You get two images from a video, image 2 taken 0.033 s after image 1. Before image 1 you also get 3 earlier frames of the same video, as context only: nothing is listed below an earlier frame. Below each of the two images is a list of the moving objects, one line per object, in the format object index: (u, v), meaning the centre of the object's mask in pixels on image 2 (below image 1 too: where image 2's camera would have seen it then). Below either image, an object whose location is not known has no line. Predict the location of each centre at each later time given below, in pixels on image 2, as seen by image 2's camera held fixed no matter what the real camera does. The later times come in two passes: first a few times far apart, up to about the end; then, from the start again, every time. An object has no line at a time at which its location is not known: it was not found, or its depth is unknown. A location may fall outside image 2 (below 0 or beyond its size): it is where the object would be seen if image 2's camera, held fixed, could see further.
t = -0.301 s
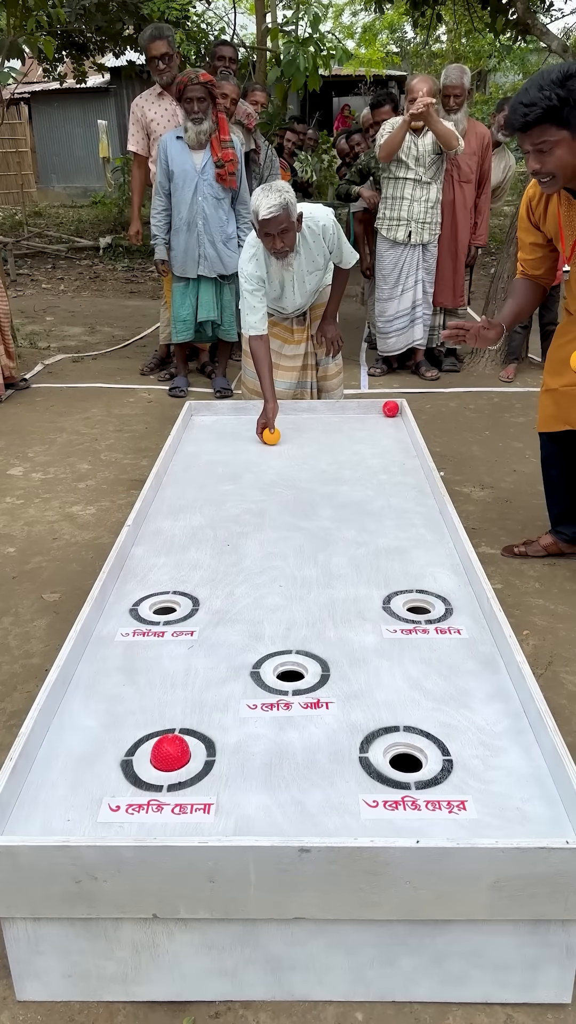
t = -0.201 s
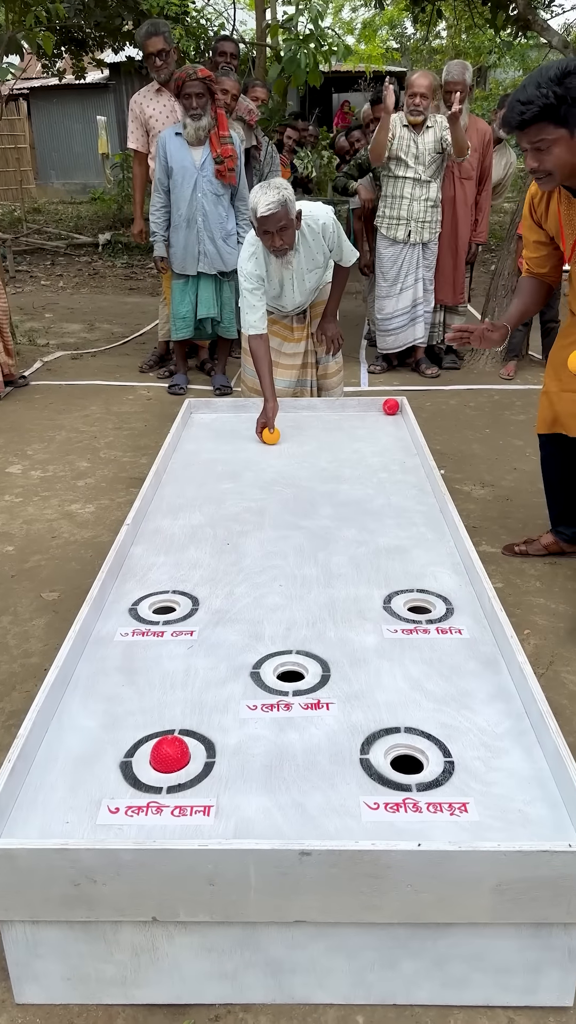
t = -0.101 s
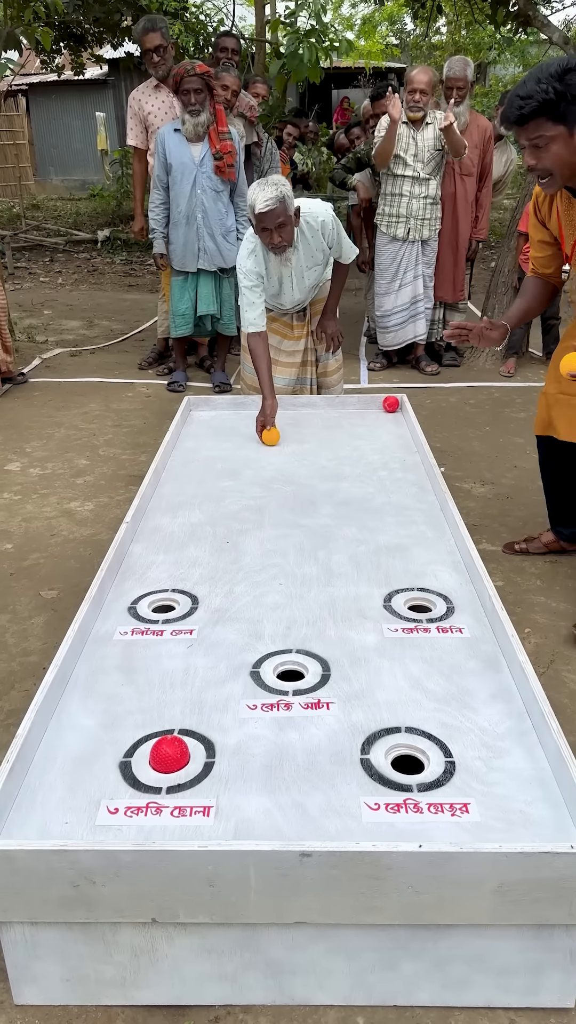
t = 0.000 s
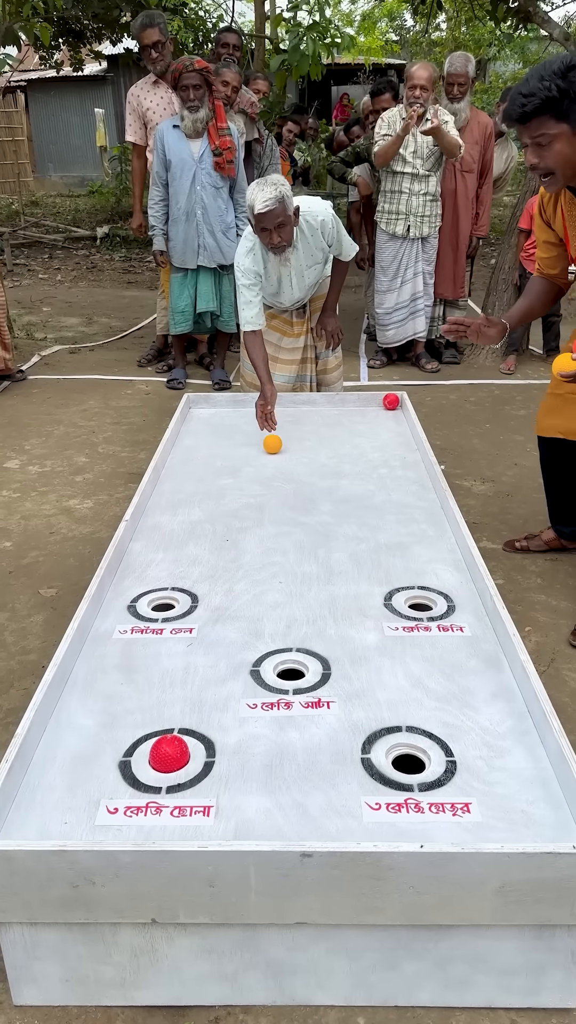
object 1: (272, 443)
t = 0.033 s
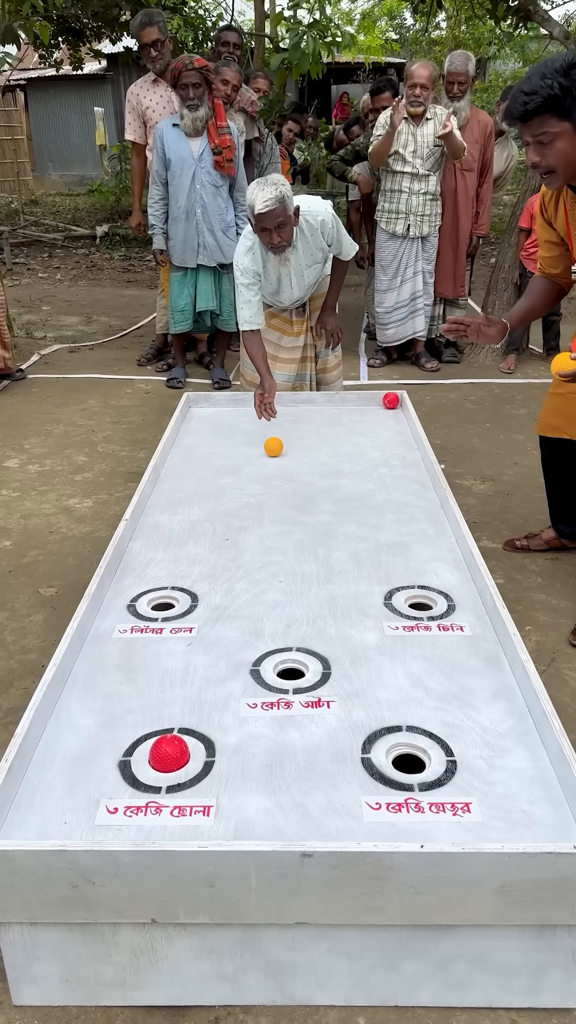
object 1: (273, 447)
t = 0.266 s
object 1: (283, 472)
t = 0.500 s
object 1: (297, 500)
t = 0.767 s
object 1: (320, 534)
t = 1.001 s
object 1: (344, 567)
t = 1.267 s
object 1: (383, 611)
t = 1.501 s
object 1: (422, 649)
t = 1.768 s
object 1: (478, 695)
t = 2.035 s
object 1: (526, 739)
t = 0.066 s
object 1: (275, 450)
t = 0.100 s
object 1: (276, 454)
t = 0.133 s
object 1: (277, 457)
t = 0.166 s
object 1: (279, 461)
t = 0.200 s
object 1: (280, 464)
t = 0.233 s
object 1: (282, 468)
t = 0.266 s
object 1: (283, 472)
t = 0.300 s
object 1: (285, 476)
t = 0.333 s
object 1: (287, 479)
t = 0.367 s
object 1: (289, 483)
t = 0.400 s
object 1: (291, 487)
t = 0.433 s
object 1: (293, 491)
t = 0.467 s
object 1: (295, 495)
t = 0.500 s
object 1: (297, 500)
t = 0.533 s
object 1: (300, 503)
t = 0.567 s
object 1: (302, 508)
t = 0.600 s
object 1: (305, 512)
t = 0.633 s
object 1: (308, 516)
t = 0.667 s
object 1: (310, 521)
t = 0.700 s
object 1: (313, 525)
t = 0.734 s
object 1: (316, 530)
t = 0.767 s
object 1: (320, 534)
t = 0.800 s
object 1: (323, 539)
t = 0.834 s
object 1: (326, 543)
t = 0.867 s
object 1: (330, 548)
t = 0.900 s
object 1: (333, 553)
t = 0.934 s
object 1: (337, 557)
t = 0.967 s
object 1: (341, 562)
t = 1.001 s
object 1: (344, 567)
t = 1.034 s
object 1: (349, 572)
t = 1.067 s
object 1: (355, 580)
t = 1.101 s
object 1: (359, 585)
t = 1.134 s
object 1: (364, 590)
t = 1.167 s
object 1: (368, 595)
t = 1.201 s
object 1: (373, 600)
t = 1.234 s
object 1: (378, 605)
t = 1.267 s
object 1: (383, 611)
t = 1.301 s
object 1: (388, 616)
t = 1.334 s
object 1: (394, 621)
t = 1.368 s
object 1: (399, 627)
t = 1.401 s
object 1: (404, 632)
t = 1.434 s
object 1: (410, 638)
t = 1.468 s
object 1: (416, 643)
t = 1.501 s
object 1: (422, 649)
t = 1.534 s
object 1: (429, 654)
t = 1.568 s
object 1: (435, 660)
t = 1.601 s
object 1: (442, 666)
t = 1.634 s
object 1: (449, 672)
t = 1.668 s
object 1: (456, 678)
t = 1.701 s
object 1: (463, 683)
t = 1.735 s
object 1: (470, 689)
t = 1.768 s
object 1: (478, 695)
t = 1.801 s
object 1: (486, 701)
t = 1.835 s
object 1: (494, 707)
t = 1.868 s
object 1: (502, 713)
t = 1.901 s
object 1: (510, 719)
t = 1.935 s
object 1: (519, 725)
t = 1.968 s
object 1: (526, 730)
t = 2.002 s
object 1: (525, 735)
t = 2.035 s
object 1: (526, 739)
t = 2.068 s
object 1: (527, 744)
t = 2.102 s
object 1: (527, 748)
